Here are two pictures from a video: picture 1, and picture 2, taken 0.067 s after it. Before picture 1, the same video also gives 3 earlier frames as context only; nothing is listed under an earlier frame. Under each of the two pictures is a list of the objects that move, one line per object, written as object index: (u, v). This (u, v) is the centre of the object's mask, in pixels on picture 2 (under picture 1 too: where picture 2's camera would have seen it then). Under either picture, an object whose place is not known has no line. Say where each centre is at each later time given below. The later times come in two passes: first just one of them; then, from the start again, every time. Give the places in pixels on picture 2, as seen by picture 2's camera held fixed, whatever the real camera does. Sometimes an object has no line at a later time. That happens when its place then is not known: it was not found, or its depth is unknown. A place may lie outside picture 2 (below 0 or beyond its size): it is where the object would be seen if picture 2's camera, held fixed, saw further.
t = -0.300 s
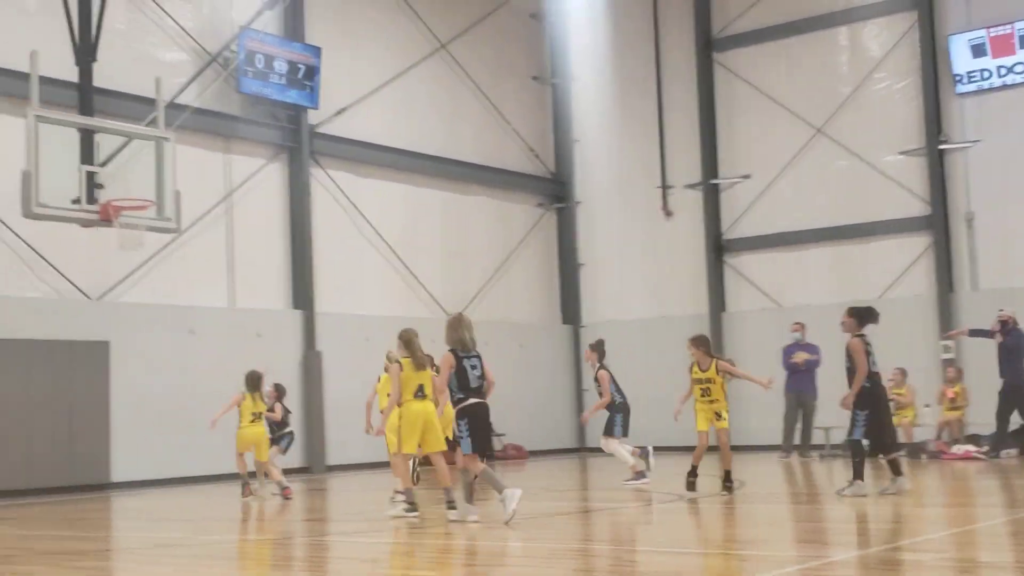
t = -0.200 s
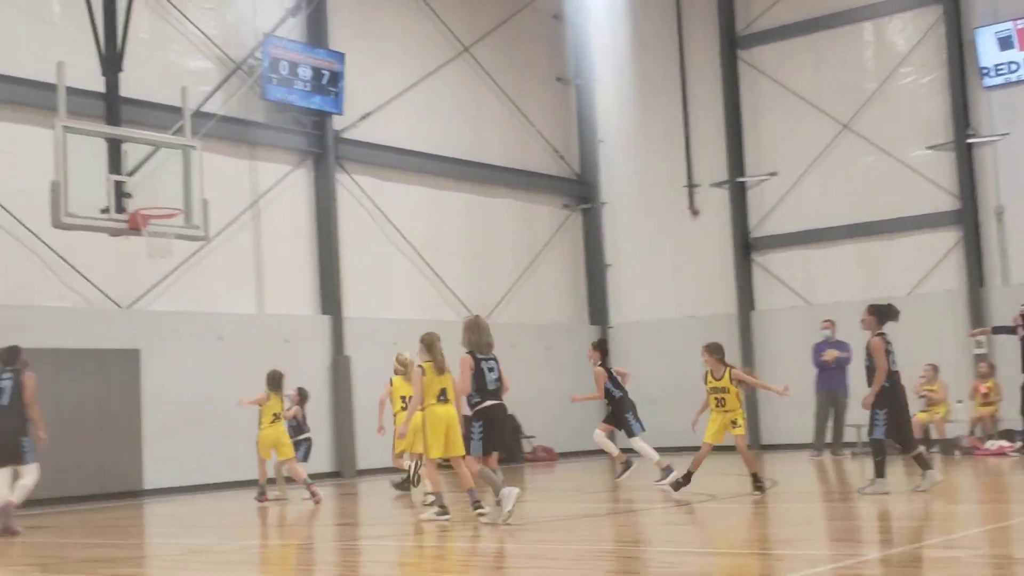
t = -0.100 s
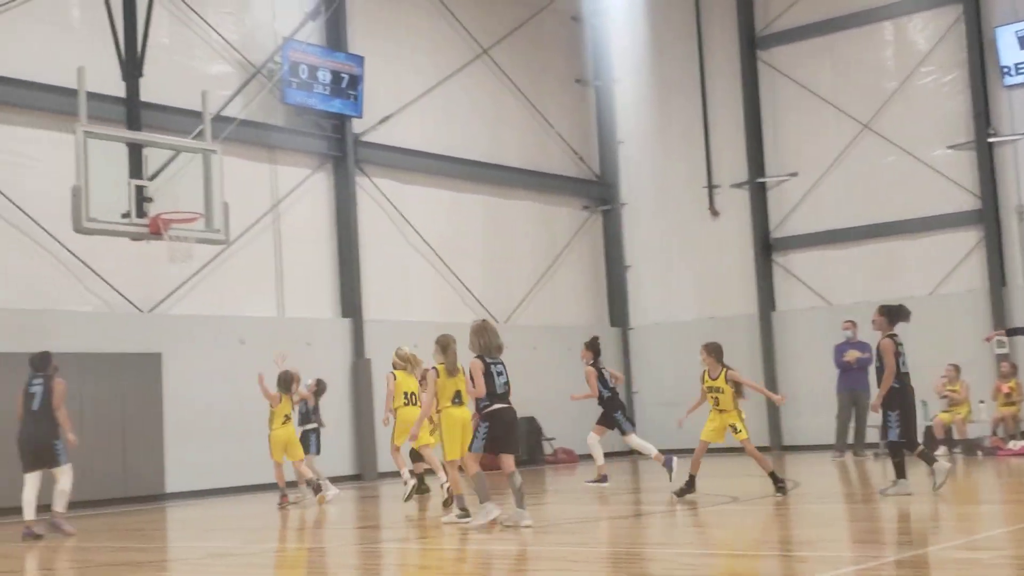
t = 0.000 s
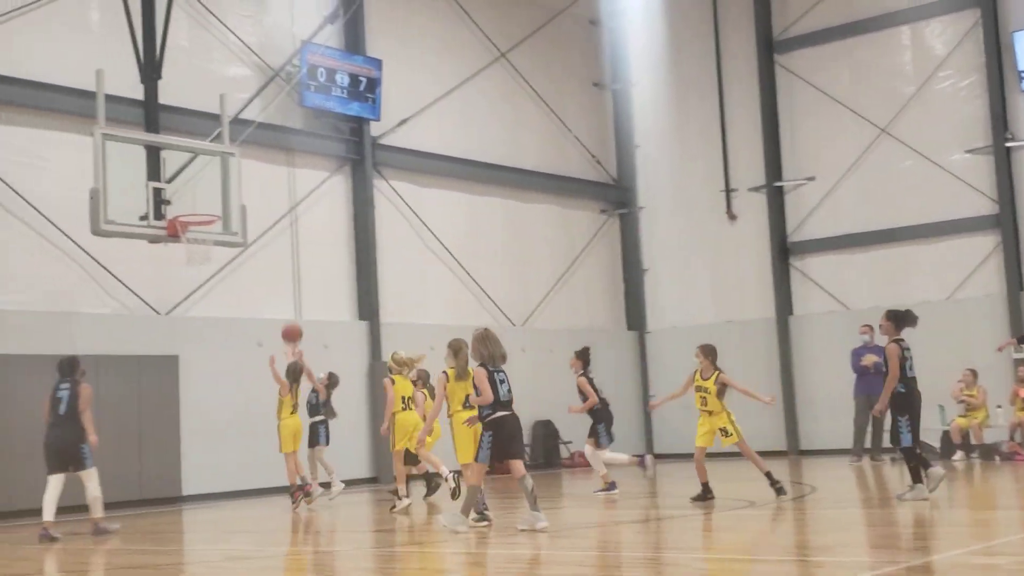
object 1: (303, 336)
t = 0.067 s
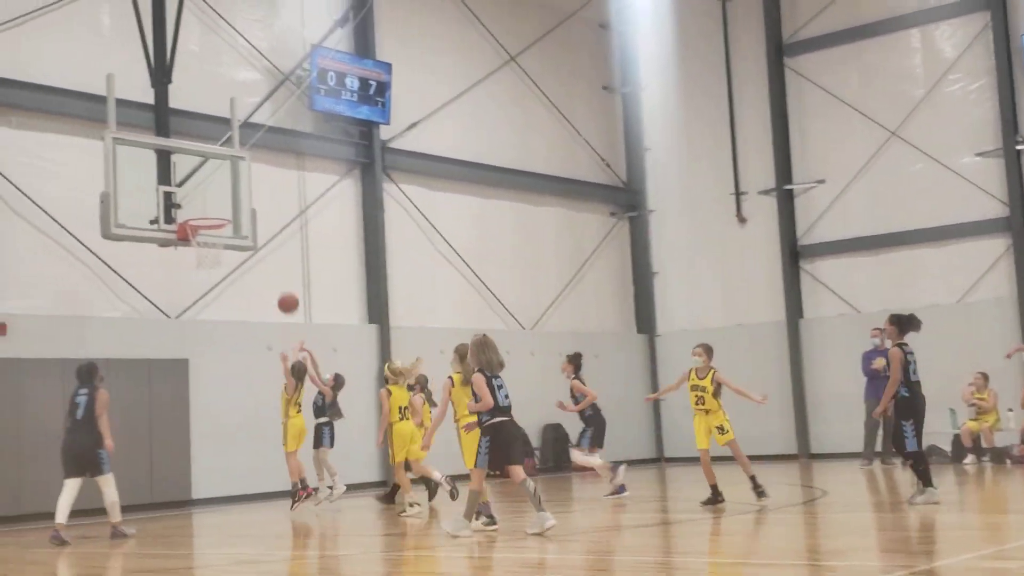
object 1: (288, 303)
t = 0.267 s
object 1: (249, 227)
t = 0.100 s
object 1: (281, 287)
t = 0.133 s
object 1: (273, 273)
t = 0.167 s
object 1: (267, 260)
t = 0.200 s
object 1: (261, 248)
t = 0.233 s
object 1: (255, 236)
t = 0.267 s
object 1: (249, 227)
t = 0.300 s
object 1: (243, 217)
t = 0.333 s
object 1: (237, 209)
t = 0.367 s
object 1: (230, 201)
